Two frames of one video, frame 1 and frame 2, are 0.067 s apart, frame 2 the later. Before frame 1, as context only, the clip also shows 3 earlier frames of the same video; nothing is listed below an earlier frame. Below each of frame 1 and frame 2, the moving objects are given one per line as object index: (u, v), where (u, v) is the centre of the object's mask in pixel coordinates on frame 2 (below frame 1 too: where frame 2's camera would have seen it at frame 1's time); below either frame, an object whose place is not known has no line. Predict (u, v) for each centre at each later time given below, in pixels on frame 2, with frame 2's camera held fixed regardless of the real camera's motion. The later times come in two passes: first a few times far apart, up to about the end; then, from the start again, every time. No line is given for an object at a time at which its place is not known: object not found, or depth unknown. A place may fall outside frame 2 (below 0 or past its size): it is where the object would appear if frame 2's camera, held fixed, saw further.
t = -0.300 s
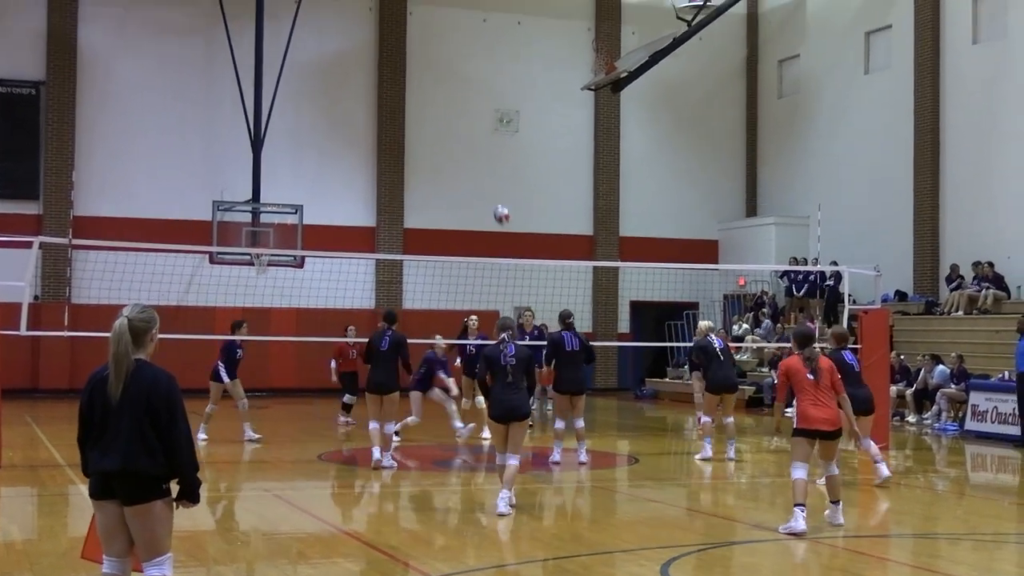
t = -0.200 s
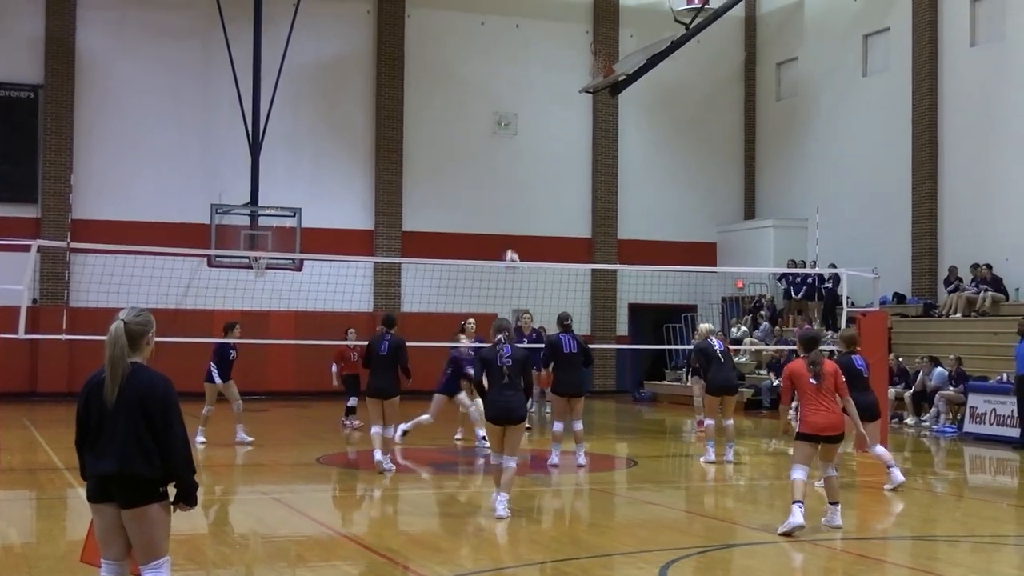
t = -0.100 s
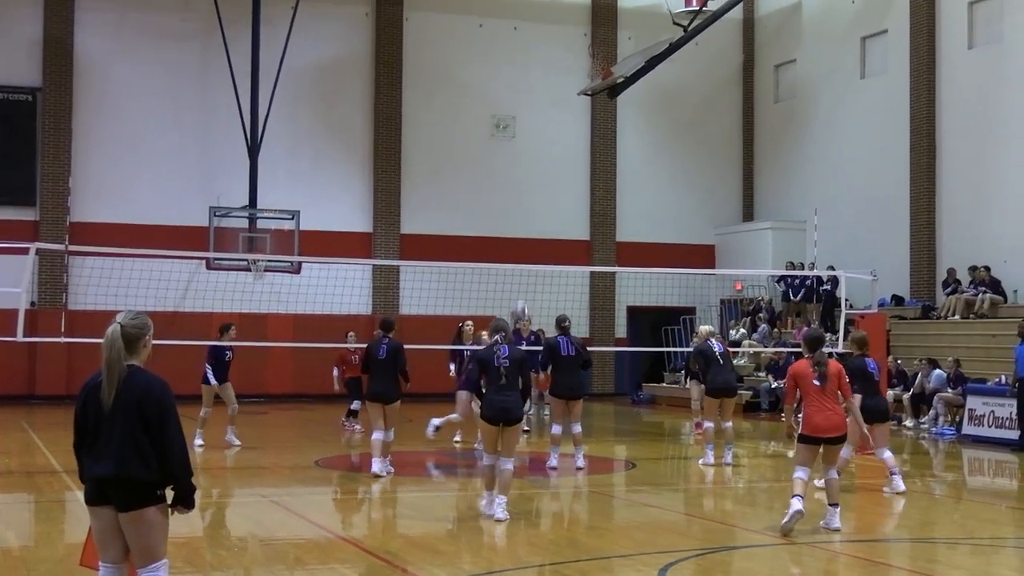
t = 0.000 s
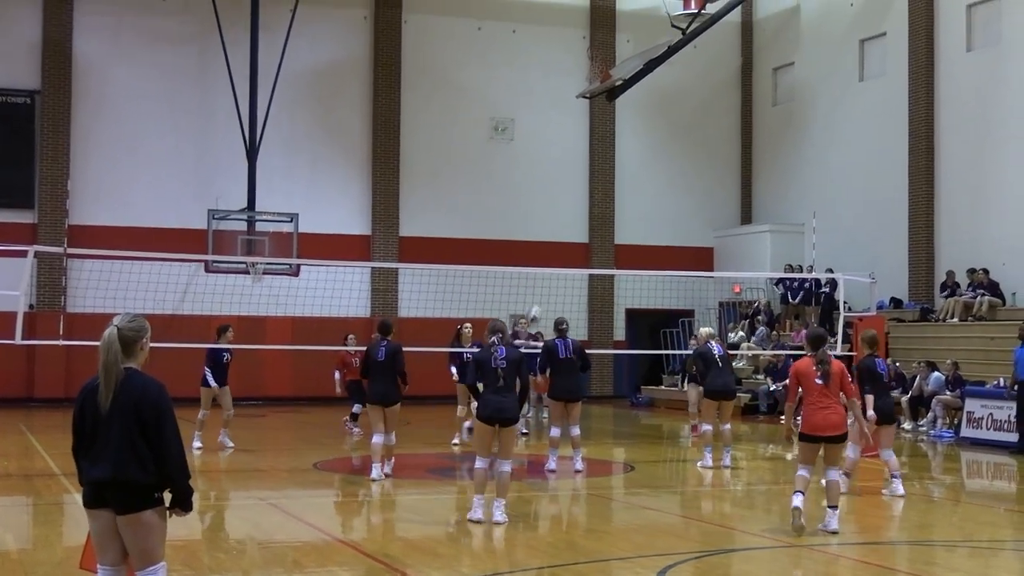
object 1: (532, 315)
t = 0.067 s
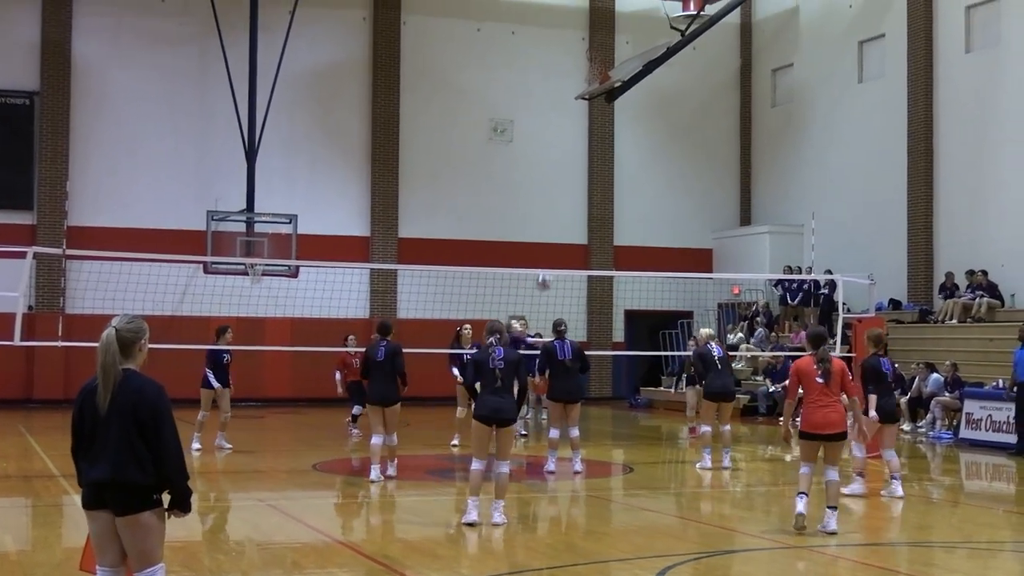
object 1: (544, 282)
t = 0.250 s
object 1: (574, 199)
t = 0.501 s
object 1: (612, 131)
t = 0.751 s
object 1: (648, 113)
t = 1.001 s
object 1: (683, 139)
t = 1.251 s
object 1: (717, 207)
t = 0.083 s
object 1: (547, 272)
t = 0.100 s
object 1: (550, 262)
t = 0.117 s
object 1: (553, 256)
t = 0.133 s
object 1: (556, 248)
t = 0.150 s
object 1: (559, 242)
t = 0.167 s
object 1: (561, 233)
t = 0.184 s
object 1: (563, 226)
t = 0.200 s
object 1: (566, 219)
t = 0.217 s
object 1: (569, 212)
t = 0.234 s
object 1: (571, 205)
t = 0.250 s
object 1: (574, 199)
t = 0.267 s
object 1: (578, 193)
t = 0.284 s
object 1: (580, 187)
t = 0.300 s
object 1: (582, 182)
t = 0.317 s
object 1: (585, 177)
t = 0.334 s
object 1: (587, 171)
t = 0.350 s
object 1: (590, 166)
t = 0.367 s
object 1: (592, 162)
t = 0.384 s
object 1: (595, 157)
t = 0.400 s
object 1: (597, 153)
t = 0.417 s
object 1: (599, 149)
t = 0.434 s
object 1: (602, 145)
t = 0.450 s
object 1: (605, 142)
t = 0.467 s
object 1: (607, 138)
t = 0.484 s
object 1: (609, 135)
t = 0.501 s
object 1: (612, 131)
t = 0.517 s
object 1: (615, 129)
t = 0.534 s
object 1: (617, 127)
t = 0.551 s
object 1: (620, 124)
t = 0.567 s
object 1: (622, 122)
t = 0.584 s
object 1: (625, 120)
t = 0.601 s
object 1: (627, 119)
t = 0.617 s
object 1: (629, 117)
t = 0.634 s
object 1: (631, 116)
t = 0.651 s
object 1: (634, 115)
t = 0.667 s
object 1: (636, 114)
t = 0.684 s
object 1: (638, 113)
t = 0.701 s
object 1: (641, 113)
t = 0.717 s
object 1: (643, 112)
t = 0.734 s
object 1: (646, 113)
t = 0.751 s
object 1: (648, 113)
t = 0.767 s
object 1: (651, 113)
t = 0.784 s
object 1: (653, 113)
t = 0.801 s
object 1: (655, 114)
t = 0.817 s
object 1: (657, 115)
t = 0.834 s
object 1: (660, 116)
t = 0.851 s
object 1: (662, 118)
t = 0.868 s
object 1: (665, 119)
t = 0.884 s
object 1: (667, 121)
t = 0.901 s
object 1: (669, 123)
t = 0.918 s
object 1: (671, 125)
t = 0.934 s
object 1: (673, 127)
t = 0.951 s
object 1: (676, 130)
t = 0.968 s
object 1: (678, 133)
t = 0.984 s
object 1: (681, 136)
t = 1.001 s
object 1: (683, 139)
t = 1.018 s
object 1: (685, 142)
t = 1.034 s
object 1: (688, 145)
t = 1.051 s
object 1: (690, 149)
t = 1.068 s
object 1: (692, 153)
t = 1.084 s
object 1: (695, 157)
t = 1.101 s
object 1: (696, 162)
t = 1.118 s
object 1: (699, 166)
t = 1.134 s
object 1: (702, 170)
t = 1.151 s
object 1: (704, 175)
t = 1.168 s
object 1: (706, 180)
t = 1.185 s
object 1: (708, 185)
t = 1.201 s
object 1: (710, 191)
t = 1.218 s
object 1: (712, 196)
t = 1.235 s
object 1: (715, 202)
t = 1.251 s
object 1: (717, 207)
